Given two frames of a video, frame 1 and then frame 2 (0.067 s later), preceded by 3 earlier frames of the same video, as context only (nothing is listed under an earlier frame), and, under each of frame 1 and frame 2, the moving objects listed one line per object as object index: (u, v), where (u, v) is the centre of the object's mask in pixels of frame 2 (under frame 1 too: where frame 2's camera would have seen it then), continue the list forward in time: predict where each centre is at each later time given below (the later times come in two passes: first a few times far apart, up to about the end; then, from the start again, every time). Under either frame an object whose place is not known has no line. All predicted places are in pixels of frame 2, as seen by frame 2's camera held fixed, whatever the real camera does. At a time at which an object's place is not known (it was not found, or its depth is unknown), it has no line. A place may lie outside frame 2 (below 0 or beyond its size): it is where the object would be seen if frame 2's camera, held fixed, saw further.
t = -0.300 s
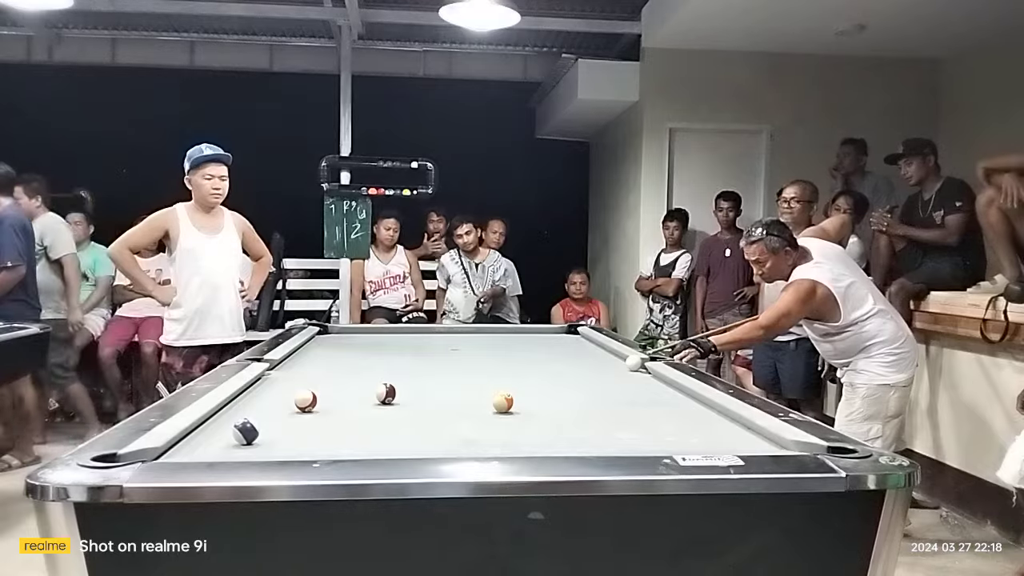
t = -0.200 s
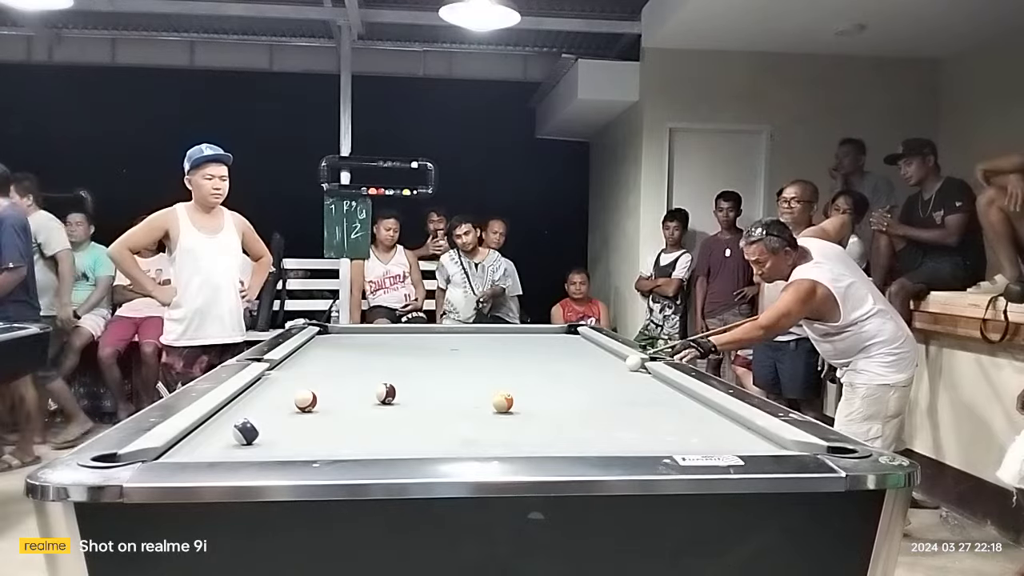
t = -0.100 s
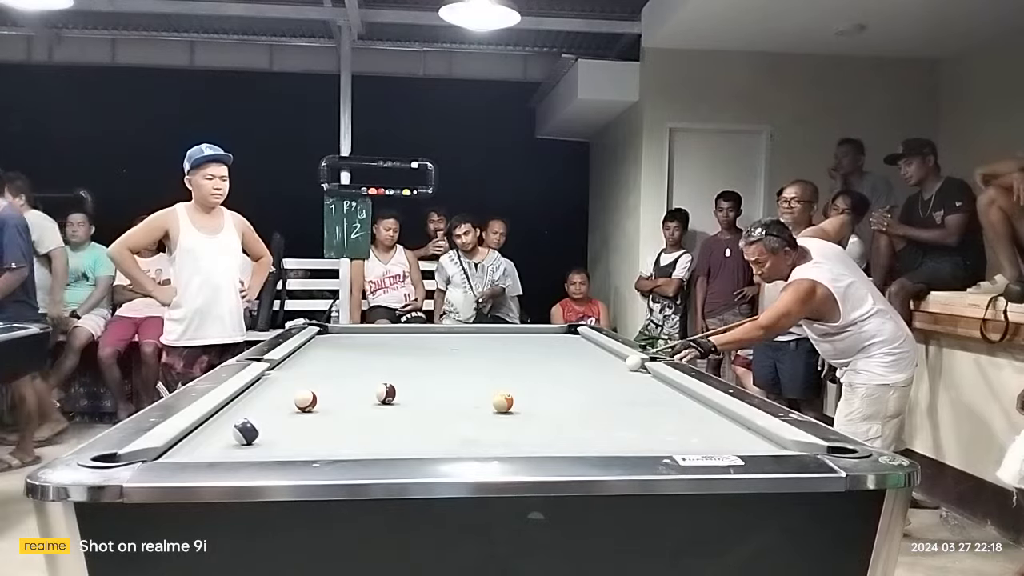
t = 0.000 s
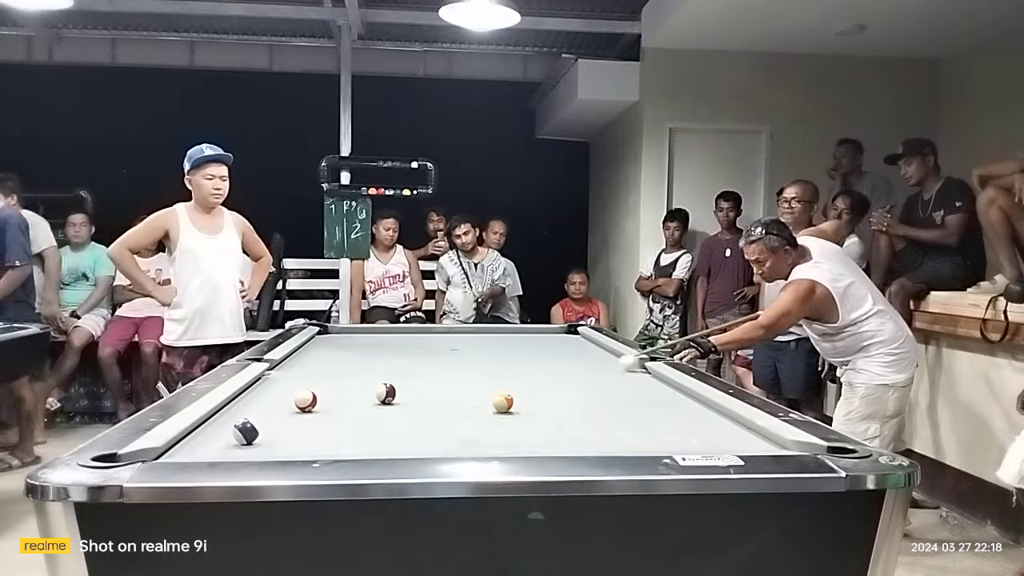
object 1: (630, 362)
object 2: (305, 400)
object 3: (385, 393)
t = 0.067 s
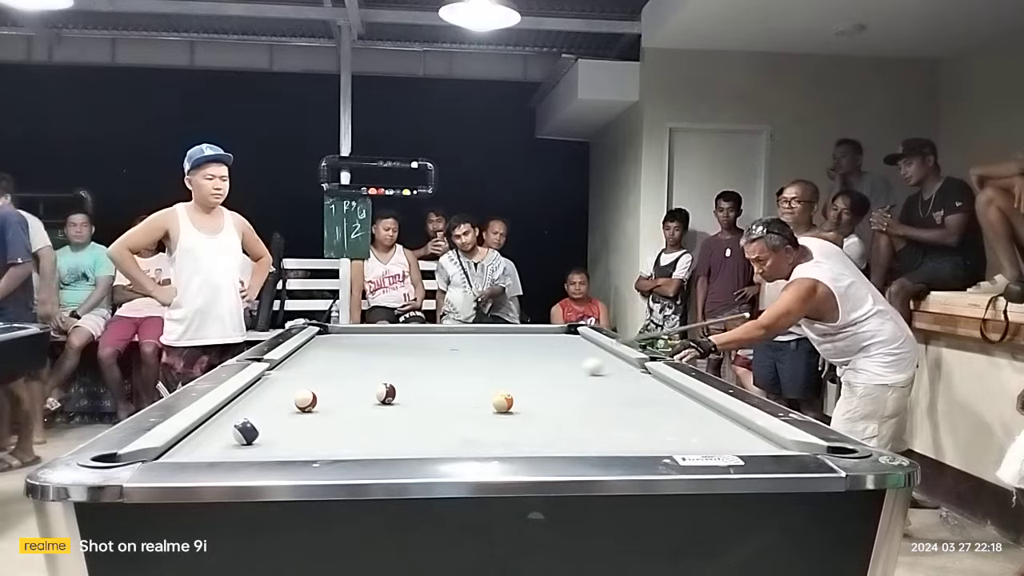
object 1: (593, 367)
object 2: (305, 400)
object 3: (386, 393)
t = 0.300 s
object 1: (448, 383)
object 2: (305, 400)
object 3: (386, 393)
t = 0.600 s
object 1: (248, 395)
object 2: (268, 416)
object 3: (386, 393)
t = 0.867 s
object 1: (356, 395)
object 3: (386, 394)
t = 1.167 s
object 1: (385, 394)
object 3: (457, 393)
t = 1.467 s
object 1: (409, 393)
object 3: (524, 393)
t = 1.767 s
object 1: (428, 392)
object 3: (588, 393)
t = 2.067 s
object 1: (444, 392)
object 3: (648, 393)
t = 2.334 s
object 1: (456, 391)
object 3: (674, 392)
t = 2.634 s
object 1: (466, 390)
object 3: (640, 393)
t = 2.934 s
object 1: (473, 390)
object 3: (610, 392)
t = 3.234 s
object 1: (476, 390)
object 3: (581, 393)
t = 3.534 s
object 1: (477, 390)
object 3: (557, 392)
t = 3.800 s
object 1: (476, 390)
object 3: (537, 392)
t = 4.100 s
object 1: (476, 390)
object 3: (518, 393)
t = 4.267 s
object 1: (476, 390)
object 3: (510, 390)
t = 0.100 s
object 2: (305, 400)
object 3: (386, 393)
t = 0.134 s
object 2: (305, 400)
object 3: (386, 393)
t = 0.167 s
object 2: (305, 401)
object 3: (385, 393)
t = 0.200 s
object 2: (305, 400)
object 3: (385, 393)
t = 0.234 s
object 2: (305, 400)
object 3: (385, 393)
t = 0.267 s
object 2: (305, 400)
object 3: (386, 393)
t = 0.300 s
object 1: (448, 383)
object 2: (305, 400)
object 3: (386, 393)
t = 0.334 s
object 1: (425, 386)
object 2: (305, 400)
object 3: (386, 393)
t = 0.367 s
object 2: (305, 400)
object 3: (386, 393)
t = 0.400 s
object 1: (368, 393)
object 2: (305, 400)
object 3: (385, 393)
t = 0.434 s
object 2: (305, 400)
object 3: (386, 393)
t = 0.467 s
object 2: (305, 400)
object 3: (386, 393)
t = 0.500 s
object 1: (296, 392)
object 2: (296, 404)
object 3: (386, 393)
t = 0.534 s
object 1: (273, 395)
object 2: (287, 408)
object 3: (386, 393)
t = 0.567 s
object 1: (253, 395)
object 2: (278, 412)
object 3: (386, 393)
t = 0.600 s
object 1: (248, 395)
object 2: (268, 416)
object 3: (386, 393)
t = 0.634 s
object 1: (264, 395)
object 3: (386, 393)
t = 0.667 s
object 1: (278, 395)
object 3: (386, 393)
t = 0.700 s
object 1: (291, 395)
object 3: (386, 393)
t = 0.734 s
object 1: (304, 395)
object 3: (386, 393)
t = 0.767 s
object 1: (317, 395)
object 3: (386, 393)
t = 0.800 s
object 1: (330, 395)
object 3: (386, 393)
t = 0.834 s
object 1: (343, 395)
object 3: (386, 393)
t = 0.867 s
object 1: (356, 395)
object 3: (386, 394)
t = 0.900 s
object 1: (364, 394)
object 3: (390, 393)
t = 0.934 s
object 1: (365, 394)
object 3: (401, 393)
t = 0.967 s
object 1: (368, 394)
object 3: (410, 393)
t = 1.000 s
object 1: (371, 394)
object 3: (418, 394)
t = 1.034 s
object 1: (374, 394)
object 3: (426, 393)
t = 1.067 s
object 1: (377, 394)
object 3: (434, 393)
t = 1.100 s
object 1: (380, 394)
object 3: (442, 393)
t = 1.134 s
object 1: (383, 394)
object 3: (450, 393)
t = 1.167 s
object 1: (385, 394)
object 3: (457, 393)
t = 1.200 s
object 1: (388, 394)
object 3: (465, 393)
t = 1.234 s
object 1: (391, 394)
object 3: (473, 394)
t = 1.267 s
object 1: (394, 393)
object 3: (480, 394)
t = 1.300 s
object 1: (396, 393)
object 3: (487, 392)
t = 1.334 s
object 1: (399, 393)
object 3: (492, 390)
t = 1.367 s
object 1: (401, 393)
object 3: (503, 388)
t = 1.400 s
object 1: (404, 393)
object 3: (513, 391)
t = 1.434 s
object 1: (406, 393)
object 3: (518, 393)
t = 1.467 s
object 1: (409, 393)
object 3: (524, 393)
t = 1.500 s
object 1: (411, 393)
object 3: (532, 392)
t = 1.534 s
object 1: (413, 393)
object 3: (539, 392)
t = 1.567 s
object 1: (416, 392)
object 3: (546, 392)
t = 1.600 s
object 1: (418, 393)
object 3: (553, 393)
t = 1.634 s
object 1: (420, 392)
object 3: (561, 392)
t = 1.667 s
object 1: (422, 392)
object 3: (568, 393)
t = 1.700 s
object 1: (424, 392)
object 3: (575, 393)
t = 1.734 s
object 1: (426, 393)
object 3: (581, 393)
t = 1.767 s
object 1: (428, 392)
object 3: (588, 393)
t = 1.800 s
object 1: (430, 392)
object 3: (595, 393)
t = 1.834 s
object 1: (432, 392)
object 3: (601, 392)
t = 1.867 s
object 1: (434, 392)
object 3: (608, 392)
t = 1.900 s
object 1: (436, 392)
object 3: (615, 393)
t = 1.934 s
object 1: (438, 392)
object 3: (622, 393)
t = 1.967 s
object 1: (439, 392)
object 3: (628, 392)
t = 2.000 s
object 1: (441, 392)
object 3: (635, 392)
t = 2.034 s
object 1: (443, 392)
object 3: (641, 392)
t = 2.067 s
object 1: (444, 392)
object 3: (648, 393)
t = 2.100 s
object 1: (446, 391)
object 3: (654, 393)
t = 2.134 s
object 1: (447, 391)
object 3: (660, 392)
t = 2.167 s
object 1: (449, 391)
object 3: (666, 392)
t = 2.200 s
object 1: (450, 391)
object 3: (673, 392)
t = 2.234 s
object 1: (452, 391)
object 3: (679, 392)
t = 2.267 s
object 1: (453, 391)
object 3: (684, 393)
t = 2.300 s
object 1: (454, 391)
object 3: (679, 392)
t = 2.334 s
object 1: (456, 391)
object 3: (674, 392)
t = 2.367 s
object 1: (457, 391)
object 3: (670, 392)
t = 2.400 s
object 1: (458, 391)
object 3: (666, 392)
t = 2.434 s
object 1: (459, 391)
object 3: (662, 392)
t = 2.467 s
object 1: (461, 391)
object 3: (659, 392)
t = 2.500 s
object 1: (462, 390)
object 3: (655, 393)
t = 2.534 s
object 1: (463, 390)
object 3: (651, 393)
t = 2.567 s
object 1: (464, 390)
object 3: (647, 393)
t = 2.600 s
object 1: (465, 390)
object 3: (644, 393)
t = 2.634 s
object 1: (466, 390)
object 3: (640, 393)
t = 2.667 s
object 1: (466, 390)
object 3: (637, 393)
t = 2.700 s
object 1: (467, 390)
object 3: (634, 393)
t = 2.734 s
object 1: (468, 390)
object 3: (630, 393)
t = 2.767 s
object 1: (469, 390)
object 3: (627, 392)
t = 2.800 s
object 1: (470, 390)
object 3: (623, 392)
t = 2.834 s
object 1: (471, 390)
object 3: (620, 392)
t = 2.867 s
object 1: (471, 390)
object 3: (616, 393)
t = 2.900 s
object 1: (472, 390)
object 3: (613, 392)
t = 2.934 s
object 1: (473, 390)
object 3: (610, 392)
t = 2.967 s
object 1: (473, 390)
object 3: (606, 392)
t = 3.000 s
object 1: (473, 390)
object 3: (603, 392)
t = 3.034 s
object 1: (474, 390)
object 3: (599, 392)
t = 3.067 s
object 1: (474, 390)
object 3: (597, 392)
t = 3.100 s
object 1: (475, 390)
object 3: (594, 392)
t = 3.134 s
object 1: (475, 390)
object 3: (591, 393)
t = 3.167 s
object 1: (475, 390)
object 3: (587, 392)
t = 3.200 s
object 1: (476, 390)
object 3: (584, 393)
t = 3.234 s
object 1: (476, 390)
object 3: (581, 393)
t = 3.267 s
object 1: (476, 390)
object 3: (579, 393)
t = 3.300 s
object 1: (476, 390)
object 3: (576, 393)
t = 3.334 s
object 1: (477, 390)
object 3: (573, 393)
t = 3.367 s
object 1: (477, 390)
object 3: (570, 393)
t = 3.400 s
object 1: (477, 390)
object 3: (568, 393)
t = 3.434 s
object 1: (477, 390)
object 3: (565, 392)
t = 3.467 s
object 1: (477, 390)
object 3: (562, 392)
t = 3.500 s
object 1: (477, 390)
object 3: (559, 392)
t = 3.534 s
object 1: (477, 390)
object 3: (557, 392)
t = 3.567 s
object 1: (477, 390)
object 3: (554, 392)
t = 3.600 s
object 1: (476, 390)
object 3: (551, 392)
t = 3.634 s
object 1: (476, 390)
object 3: (549, 393)
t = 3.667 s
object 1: (476, 390)
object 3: (546, 392)
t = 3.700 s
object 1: (476, 390)
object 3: (544, 392)
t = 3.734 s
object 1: (476, 390)
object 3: (541, 392)
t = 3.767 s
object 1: (476, 390)
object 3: (539, 392)
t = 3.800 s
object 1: (476, 390)
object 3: (537, 392)
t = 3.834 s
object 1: (476, 390)
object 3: (534, 392)
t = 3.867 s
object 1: (476, 390)
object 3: (532, 392)
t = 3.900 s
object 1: (476, 390)
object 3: (530, 392)
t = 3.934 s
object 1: (476, 390)
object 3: (527, 392)
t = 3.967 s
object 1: (476, 390)
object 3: (525, 392)
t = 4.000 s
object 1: (476, 390)
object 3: (523, 392)
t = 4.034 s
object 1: (476, 390)
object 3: (521, 393)
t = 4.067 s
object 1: (476, 390)
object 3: (519, 393)
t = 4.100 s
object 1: (476, 390)
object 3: (518, 393)
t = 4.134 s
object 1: (476, 390)
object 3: (516, 392)
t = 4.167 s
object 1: (476, 390)
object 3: (515, 392)
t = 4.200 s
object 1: (476, 390)
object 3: (513, 391)
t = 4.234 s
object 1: (476, 390)
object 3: (512, 391)
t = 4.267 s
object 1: (476, 390)
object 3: (510, 390)
